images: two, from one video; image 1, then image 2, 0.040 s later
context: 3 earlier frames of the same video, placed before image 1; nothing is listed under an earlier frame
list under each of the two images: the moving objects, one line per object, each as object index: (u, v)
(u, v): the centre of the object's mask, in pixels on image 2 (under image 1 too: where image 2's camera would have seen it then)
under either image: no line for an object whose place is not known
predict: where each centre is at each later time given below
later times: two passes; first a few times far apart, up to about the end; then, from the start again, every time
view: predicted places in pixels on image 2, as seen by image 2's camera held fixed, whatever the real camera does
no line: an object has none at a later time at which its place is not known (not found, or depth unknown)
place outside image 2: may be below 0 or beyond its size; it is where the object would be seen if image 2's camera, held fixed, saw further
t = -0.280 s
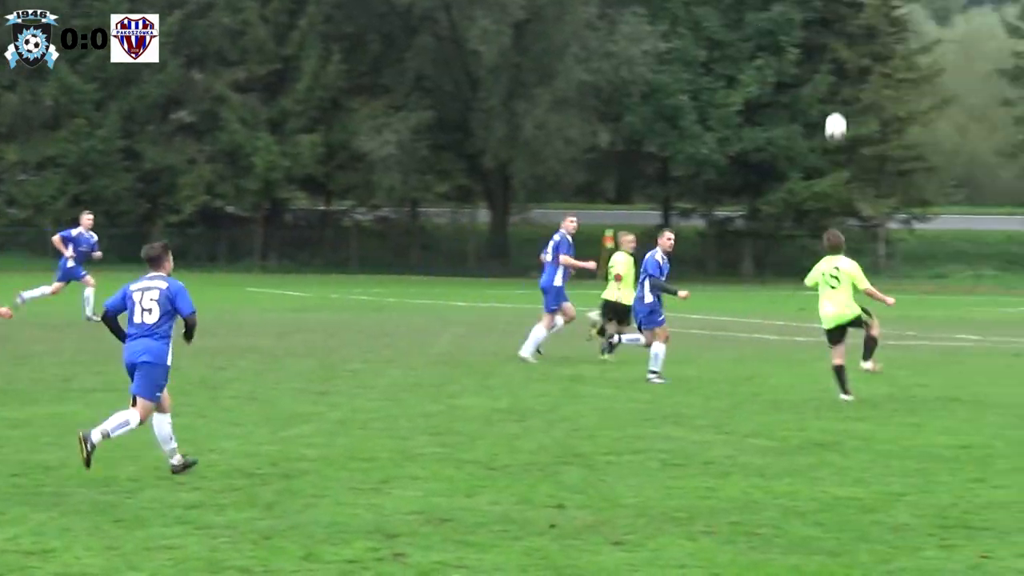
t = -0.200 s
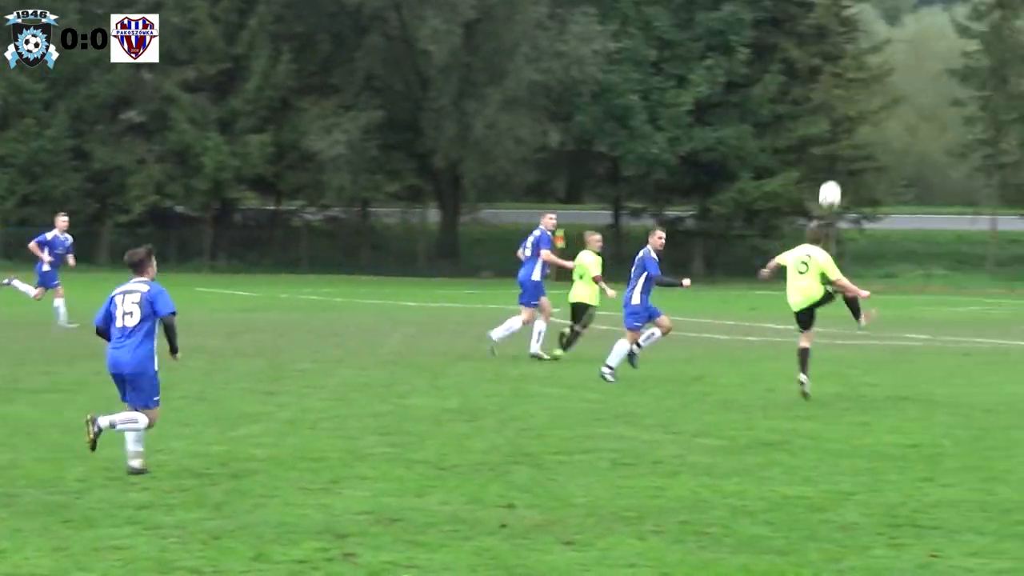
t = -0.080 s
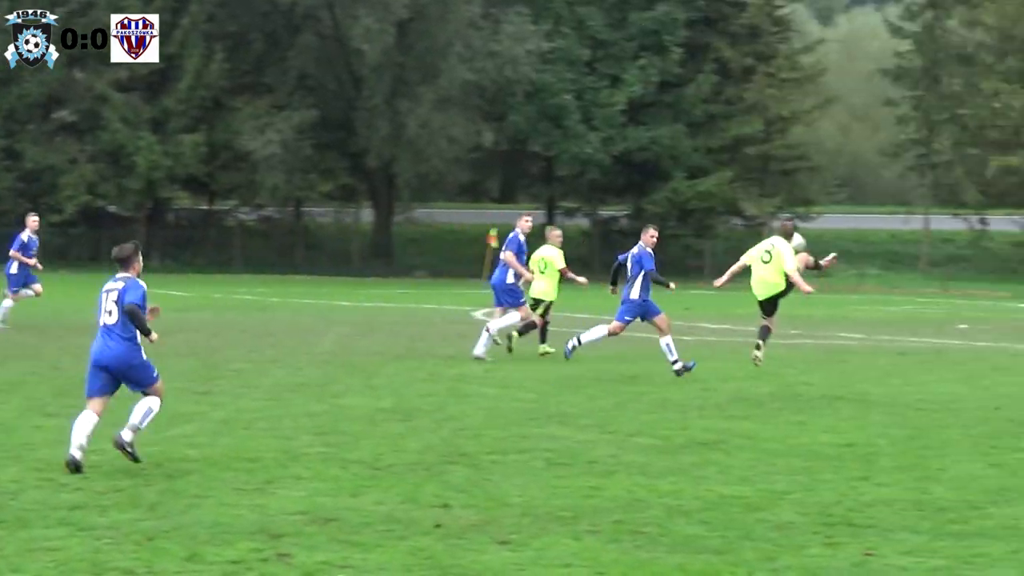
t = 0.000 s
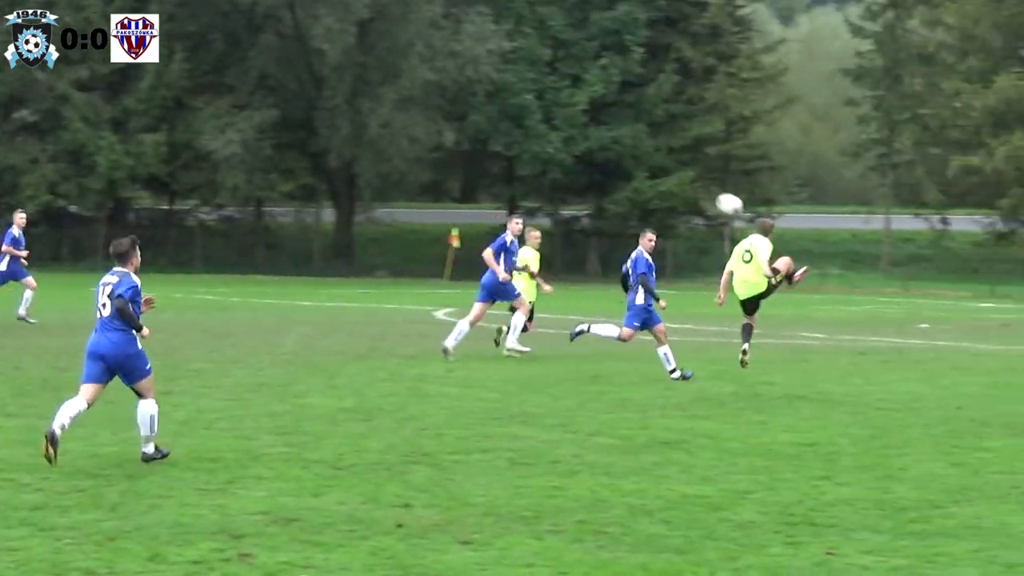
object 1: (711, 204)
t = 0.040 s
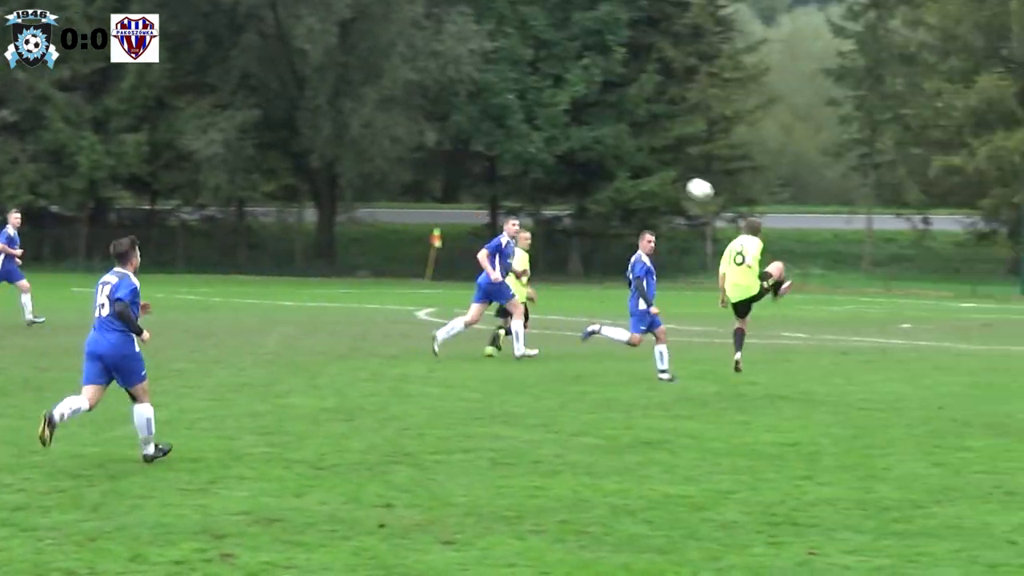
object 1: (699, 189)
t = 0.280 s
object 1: (636, 140)
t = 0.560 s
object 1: (569, 157)
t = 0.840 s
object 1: (514, 236)
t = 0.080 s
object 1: (688, 176)
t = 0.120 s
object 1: (677, 165)
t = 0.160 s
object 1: (667, 156)
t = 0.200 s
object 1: (656, 149)
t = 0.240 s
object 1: (646, 144)
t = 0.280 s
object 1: (636, 140)
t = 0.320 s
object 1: (626, 138)
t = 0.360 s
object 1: (616, 137)
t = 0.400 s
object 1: (606, 138)
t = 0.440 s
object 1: (596, 141)
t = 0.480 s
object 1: (587, 144)
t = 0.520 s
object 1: (578, 150)
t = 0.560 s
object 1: (569, 157)
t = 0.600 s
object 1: (561, 164)
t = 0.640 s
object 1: (552, 173)
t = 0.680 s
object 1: (544, 184)
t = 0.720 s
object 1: (536, 195)
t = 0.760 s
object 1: (529, 207)
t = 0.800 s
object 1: (522, 221)
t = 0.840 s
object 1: (514, 236)
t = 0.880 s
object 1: (507, 254)
